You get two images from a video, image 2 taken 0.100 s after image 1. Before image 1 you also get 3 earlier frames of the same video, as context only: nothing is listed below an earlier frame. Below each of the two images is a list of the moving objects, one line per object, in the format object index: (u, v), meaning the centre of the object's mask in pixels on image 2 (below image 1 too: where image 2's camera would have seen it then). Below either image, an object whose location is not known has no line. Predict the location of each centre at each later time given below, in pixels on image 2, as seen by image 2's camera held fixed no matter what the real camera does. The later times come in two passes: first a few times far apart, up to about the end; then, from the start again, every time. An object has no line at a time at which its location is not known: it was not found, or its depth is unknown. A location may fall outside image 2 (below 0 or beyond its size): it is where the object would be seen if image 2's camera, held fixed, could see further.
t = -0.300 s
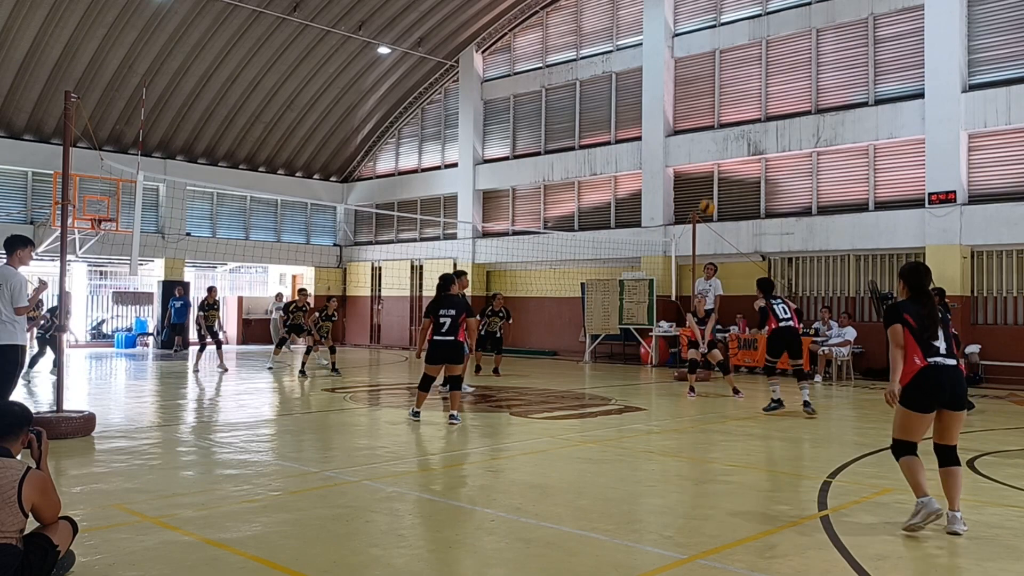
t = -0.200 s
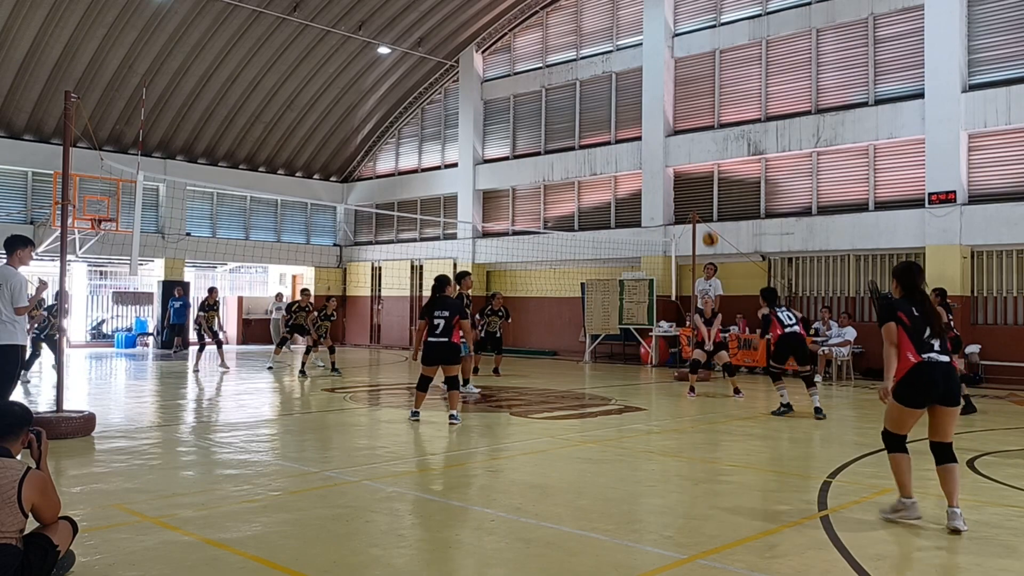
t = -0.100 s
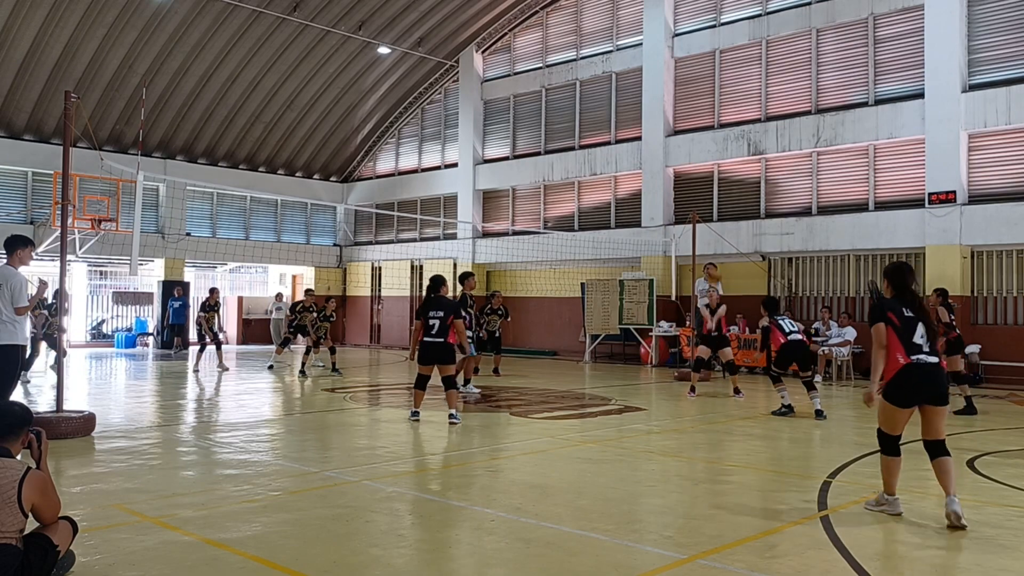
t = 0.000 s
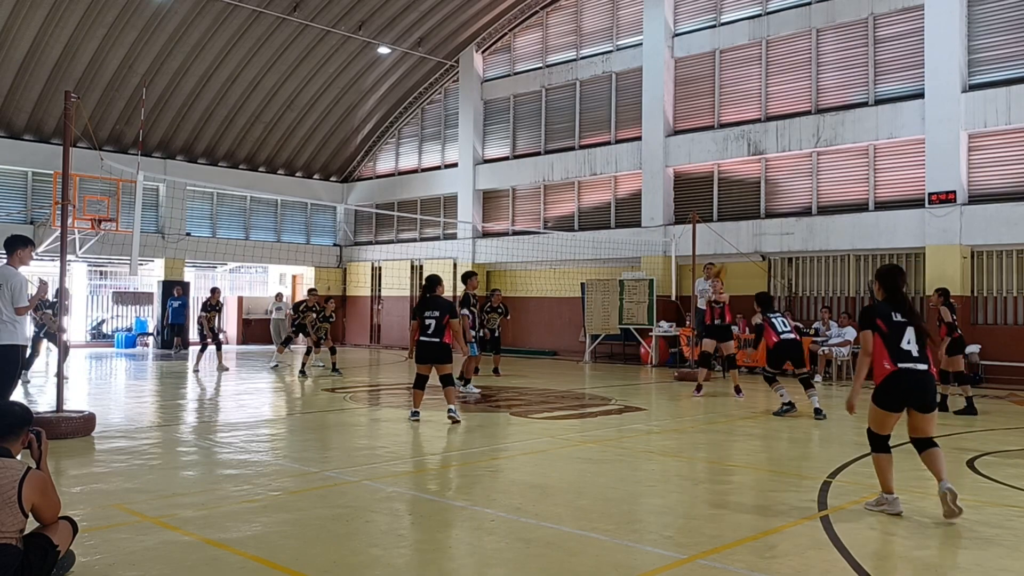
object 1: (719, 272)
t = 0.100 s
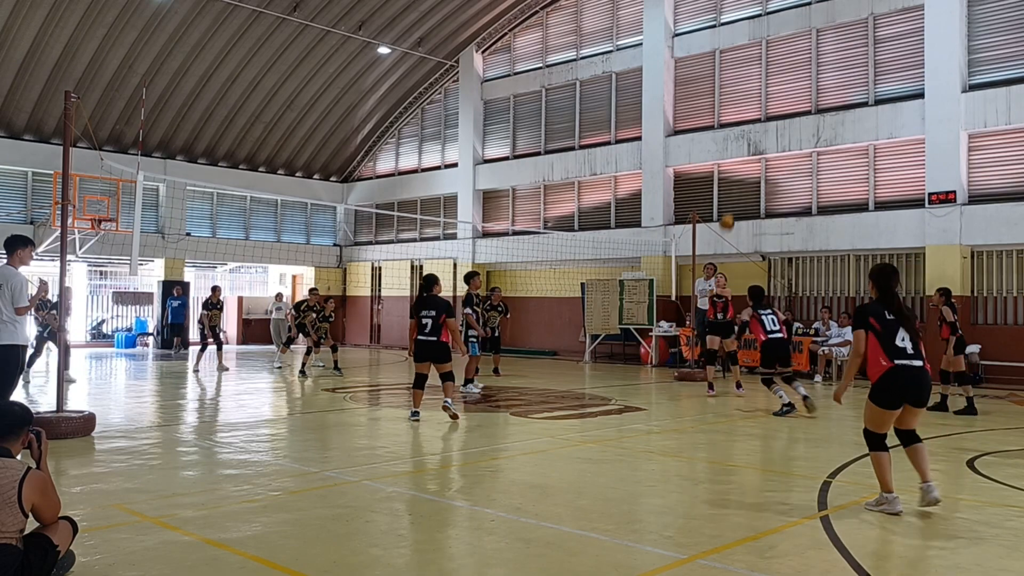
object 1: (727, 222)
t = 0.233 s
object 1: (738, 167)
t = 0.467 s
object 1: (758, 101)
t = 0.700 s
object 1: (778, 72)
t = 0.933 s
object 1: (798, 85)
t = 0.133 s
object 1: (730, 208)
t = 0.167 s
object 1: (733, 194)
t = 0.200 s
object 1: (735, 181)
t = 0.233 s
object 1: (738, 167)
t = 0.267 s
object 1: (741, 155)
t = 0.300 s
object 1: (744, 144)
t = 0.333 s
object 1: (747, 135)
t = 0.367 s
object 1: (750, 125)
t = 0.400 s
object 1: (752, 116)
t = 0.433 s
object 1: (755, 108)
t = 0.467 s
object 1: (758, 101)
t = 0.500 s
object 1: (761, 94)
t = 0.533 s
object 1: (763, 88)
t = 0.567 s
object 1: (766, 84)
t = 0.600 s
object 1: (769, 79)
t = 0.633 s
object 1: (772, 76)
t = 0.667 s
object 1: (775, 74)
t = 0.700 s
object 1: (778, 72)
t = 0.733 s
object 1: (781, 72)
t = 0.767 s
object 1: (783, 72)
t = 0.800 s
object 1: (786, 72)
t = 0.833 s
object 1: (789, 74)
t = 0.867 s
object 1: (792, 77)
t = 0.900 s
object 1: (795, 80)
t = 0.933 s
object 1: (798, 85)
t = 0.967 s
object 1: (801, 90)
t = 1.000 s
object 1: (804, 97)
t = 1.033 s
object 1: (807, 104)
